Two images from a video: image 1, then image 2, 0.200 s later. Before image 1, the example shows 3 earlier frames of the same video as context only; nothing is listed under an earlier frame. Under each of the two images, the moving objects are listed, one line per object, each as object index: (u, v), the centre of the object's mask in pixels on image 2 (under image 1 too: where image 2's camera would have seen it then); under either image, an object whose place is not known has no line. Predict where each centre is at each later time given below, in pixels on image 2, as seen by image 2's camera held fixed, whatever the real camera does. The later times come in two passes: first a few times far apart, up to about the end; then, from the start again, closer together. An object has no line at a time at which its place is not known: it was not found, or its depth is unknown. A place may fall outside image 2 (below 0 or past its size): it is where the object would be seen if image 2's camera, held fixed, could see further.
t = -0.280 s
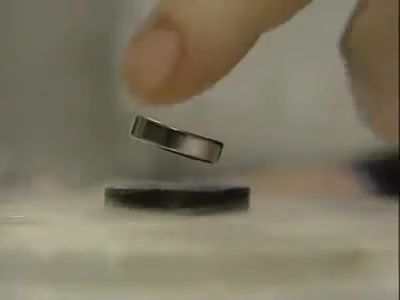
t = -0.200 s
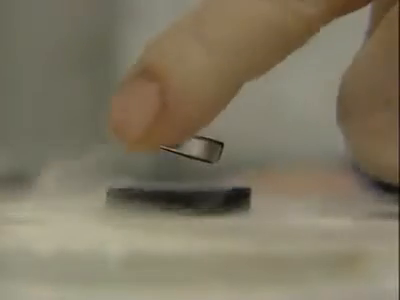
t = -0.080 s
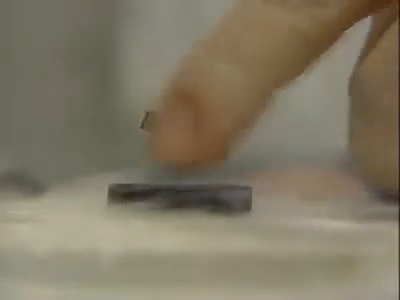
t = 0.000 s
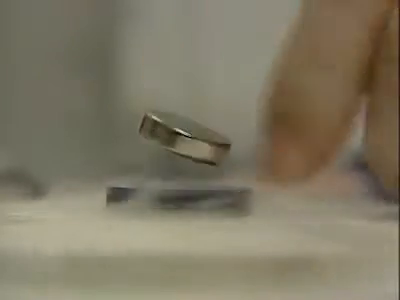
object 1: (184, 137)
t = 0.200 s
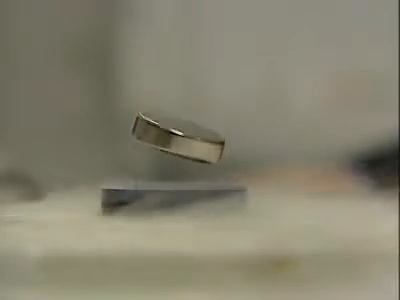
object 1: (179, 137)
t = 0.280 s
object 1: (177, 137)
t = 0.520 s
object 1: (178, 137)
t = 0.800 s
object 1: (178, 137)
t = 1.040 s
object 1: (178, 136)
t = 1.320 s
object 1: (179, 136)
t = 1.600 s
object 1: (179, 136)
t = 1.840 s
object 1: (180, 135)
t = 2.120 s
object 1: (180, 135)
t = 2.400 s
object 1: (180, 134)
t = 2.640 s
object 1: (181, 134)
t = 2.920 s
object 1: (181, 133)
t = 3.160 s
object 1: (180, 133)
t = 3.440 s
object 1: (181, 132)
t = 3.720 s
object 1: (183, 132)
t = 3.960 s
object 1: (181, 131)
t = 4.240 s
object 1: (183, 131)
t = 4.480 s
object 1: (184, 130)
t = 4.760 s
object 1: (182, 130)
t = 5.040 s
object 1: (182, 130)
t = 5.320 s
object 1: (180, 131)
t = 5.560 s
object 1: (179, 132)
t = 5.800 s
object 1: (174, 136)
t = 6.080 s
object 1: (162, 147)
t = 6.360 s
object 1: (157, 159)
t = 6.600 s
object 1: (155, 160)
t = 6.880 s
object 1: (156, 160)
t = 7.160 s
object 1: (156, 162)
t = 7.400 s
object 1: (157, 163)
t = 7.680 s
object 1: (160, 166)
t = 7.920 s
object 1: (161, 167)
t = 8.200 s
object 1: (169, 172)
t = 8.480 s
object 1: (168, 172)
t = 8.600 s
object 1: (167, 172)
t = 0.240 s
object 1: (178, 137)
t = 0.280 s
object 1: (177, 137)
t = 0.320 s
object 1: (178, 137)
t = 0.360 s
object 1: (177, 137)
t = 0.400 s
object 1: (179, 137)
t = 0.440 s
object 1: (179, 137)
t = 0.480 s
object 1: (177, 137)
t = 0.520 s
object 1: (178, 137)
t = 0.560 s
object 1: (178, 137)
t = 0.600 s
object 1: (179, 137)
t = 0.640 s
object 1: (178, 137)
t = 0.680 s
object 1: (178, 137)
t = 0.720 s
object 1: (178, 137)
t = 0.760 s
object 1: (179, 137)
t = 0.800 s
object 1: (178, 137)
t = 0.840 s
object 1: (179, 137)
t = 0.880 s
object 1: (178, 137)
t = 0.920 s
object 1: (180, 137)
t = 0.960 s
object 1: (179, 137)
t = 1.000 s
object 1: (179, 137)
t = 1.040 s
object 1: (178, 136)
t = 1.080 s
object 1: (179, 137)
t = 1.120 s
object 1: (179, 136)
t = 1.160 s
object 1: (179, 136)
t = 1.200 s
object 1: (178, 136)
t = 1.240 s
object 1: (179, 136)
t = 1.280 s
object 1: (180, 136)
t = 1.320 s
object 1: (179, 136)
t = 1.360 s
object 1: (179, 136)
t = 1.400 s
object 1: (179, 136)
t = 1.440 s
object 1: (180, 136)
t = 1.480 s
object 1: (179, 136)
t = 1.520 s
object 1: (179, 135)
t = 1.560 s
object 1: (179, 135)
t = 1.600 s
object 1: (179, 136)
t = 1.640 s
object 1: (180, 135)
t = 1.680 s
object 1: (179, 135)
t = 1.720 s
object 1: (179, 135)
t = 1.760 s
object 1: (179, 135)
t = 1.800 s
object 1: (180, 135)
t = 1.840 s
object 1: (180, 135)
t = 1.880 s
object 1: (179, 135)
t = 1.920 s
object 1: (179, 135)
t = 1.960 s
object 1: (181, 135)
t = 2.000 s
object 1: (180, 135)
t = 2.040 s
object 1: (180, 135)
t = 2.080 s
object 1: (179, 135)
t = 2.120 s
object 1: (180, 135)
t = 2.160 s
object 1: (181, 135)
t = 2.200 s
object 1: (180, 135)
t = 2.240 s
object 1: (180, 135)
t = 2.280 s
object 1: (180, 135)
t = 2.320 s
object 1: (181, 135)
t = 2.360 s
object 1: (180, 134)
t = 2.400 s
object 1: (180, 134)
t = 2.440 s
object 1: (180, 134)
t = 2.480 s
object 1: (181, 134)
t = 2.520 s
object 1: (181, 134)
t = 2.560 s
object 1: (181, 134)
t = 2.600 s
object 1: (180, 134)
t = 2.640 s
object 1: (181, 134)
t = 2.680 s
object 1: (182, 134)
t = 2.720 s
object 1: (181, 133)
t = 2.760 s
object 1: (180, 133)
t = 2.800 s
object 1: (180, 134)
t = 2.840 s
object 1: (182, 134)
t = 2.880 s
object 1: (181, 133)
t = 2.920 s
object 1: (181, 133)
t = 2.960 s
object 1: (180, 133)
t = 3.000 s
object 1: (181, 133)
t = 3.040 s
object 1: (181, 133)
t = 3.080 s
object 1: (181, 133)
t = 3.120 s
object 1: (180, 133)
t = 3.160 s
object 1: (180, 133)
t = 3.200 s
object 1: (182, 133)
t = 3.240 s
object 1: (181, 133)
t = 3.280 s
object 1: (181, 133)
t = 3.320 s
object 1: (180, 133)
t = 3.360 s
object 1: (182, 133)
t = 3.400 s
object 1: (182, 132)
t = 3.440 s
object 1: (181, 132)
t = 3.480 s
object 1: (181, 132)
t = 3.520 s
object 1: (181, 132)
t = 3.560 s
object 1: (182, 132)
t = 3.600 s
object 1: (181, 132)
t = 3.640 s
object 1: (181, 132)
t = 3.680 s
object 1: (181, 132)
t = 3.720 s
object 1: (183, 132)
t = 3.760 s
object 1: (182, 131)
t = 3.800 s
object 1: (182, 131)
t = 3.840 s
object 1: (181, 131)
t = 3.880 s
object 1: (182, 131)
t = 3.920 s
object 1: (183, 131)
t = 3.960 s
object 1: (181, 131)
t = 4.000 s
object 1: (182, 131)
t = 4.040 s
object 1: (181, 131)
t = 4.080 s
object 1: (184, 131)
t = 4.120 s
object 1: (182, 131)
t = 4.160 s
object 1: (182, 131)
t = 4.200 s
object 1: (182, 131)
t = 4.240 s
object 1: (183, 131)
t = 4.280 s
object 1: (184, 130)
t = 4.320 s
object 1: (182, 130)
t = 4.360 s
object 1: (183, 130)
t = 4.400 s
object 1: (181, 130)
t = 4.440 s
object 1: (185, 130)
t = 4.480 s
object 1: (184, 130)
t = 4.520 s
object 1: (182, 130)
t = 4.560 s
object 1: (183, 130)
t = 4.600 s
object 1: (182, 130)
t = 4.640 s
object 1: (185, 130)
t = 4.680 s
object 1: (182, 130)
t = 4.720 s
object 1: (182, 129)
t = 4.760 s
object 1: (182, 130)
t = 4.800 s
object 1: (183, 130)
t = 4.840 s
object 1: (184, 130)
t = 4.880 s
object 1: (181, 130)
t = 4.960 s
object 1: (182, 131)
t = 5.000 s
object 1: (183, 130)
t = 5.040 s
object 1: (182, 130)
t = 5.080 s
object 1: (181, 129)
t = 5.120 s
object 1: (181, 130)
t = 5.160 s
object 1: (182, 130)
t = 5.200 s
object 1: (182, 130)
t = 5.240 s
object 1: (181, 130)
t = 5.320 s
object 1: (180, 131)
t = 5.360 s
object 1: (181, 130)
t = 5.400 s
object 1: (180, 131)
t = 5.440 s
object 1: (179, 131)
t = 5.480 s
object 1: (178, 131)
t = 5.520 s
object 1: (179, 131)
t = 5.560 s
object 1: (179, 132)
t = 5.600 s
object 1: (177, 132)
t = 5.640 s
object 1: (176, 132)
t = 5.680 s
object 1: (176, 133)
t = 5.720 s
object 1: (177, 134)
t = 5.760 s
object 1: (176, 134)
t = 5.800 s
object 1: (174, 136)
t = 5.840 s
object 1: (171, 136)
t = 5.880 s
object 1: (172, 142)
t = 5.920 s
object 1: (172, 141)
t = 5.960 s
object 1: (170, 141)
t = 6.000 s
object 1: (166, 142)
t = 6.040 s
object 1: (163, 143)
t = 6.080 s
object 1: (162, 147)
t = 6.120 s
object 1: (160, 151)
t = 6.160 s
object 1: (156, 154)
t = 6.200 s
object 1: (152, 158)
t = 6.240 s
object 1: (155, 158)
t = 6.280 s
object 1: (154, 158)
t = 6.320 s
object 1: (155, 159)
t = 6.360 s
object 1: (157, 159)
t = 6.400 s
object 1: (157, 160)
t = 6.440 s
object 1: (157, 159)
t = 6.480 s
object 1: (156, 160)
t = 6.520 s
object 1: (156, 160)
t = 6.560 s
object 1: (156, 159)
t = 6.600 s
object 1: (155, 160)
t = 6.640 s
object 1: (155, 160)
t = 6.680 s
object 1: (155, 160)
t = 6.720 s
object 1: (155, 160)
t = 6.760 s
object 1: (155, 160)
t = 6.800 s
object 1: (155, 160)
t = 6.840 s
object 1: (155, 160)
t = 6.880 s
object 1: (156, 160)
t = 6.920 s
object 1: (155, 160)
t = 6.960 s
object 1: (155, 160)
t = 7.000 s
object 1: (156, 160)
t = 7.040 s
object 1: (156, 161)
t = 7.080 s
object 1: (156, 162)
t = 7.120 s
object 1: (156, 162)
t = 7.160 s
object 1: (156, 162)
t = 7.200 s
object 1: (156, 162)
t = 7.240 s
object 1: (156, 162)
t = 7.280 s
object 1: (157, 163)
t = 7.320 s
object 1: (157, 163)
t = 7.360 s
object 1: (157, 163)
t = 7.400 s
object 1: (157, 163)
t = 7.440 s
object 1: (158, 163)
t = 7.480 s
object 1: (158, 163)
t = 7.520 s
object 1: (158, 164)
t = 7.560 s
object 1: (159, 165)
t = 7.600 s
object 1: (159, 165)
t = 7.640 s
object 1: (160, 165)
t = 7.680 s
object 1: (160, 166)
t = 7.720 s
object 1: (160, 166)
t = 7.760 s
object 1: (161, 166)
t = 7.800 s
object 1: (161, 166)
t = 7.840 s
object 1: (161, 166)
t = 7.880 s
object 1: (161, 166)
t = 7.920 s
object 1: (161, 167)
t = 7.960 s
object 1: (163, 167)
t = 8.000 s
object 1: (164, 168)
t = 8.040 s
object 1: (166, 169)
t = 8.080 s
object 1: (168, 170)
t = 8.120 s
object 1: (170, 171)
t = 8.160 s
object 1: (169, 171)
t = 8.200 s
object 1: (169, 172)
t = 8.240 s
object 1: (169, 172)
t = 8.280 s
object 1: (168, 172)
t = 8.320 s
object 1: (168, 172)
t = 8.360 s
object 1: (168, 172)
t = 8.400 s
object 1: (168, 172)
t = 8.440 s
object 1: (168, 172)
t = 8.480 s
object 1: (168, 172)
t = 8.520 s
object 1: (168, 172)
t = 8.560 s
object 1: (168, 172)
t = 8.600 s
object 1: (167, 172)
